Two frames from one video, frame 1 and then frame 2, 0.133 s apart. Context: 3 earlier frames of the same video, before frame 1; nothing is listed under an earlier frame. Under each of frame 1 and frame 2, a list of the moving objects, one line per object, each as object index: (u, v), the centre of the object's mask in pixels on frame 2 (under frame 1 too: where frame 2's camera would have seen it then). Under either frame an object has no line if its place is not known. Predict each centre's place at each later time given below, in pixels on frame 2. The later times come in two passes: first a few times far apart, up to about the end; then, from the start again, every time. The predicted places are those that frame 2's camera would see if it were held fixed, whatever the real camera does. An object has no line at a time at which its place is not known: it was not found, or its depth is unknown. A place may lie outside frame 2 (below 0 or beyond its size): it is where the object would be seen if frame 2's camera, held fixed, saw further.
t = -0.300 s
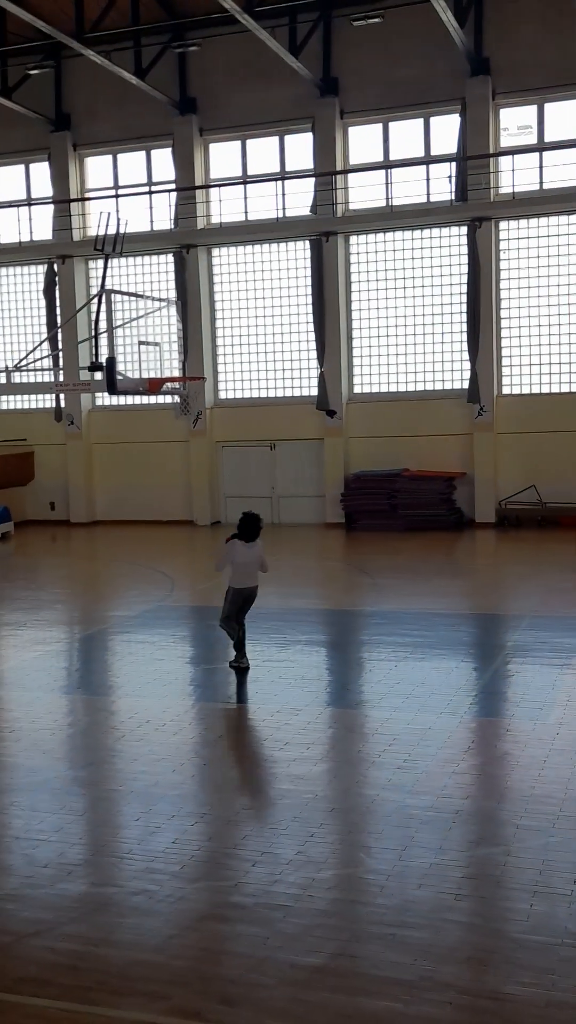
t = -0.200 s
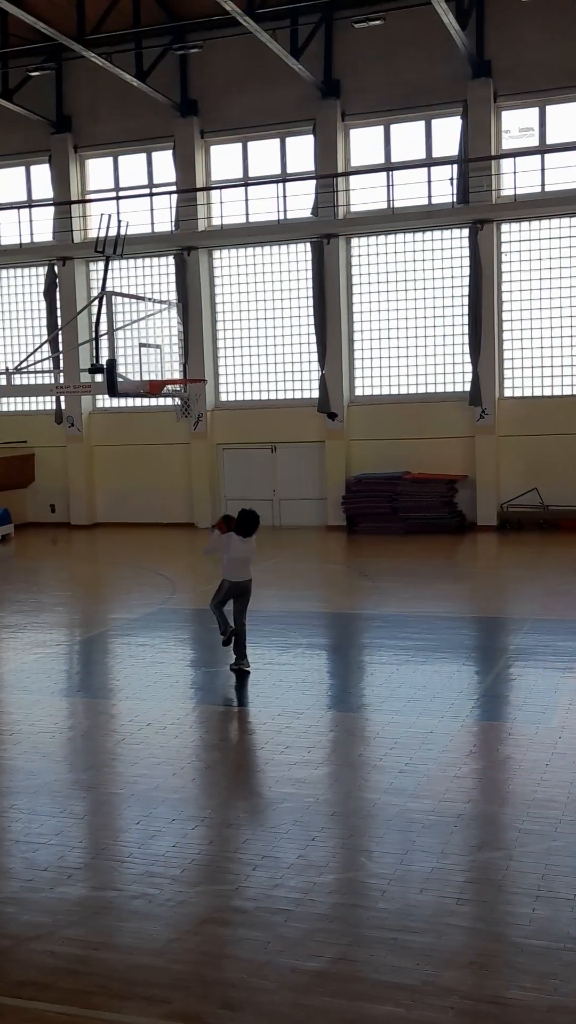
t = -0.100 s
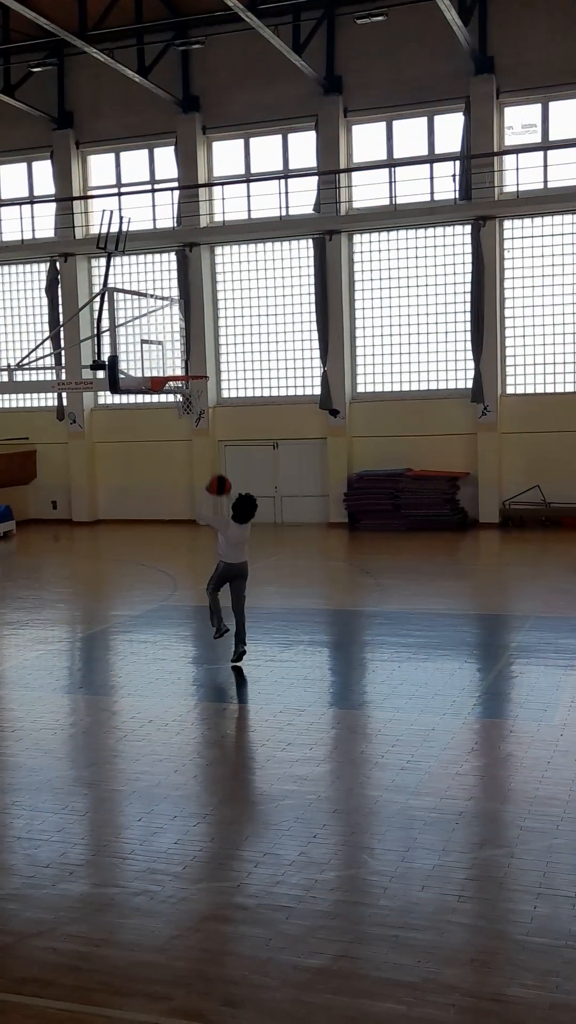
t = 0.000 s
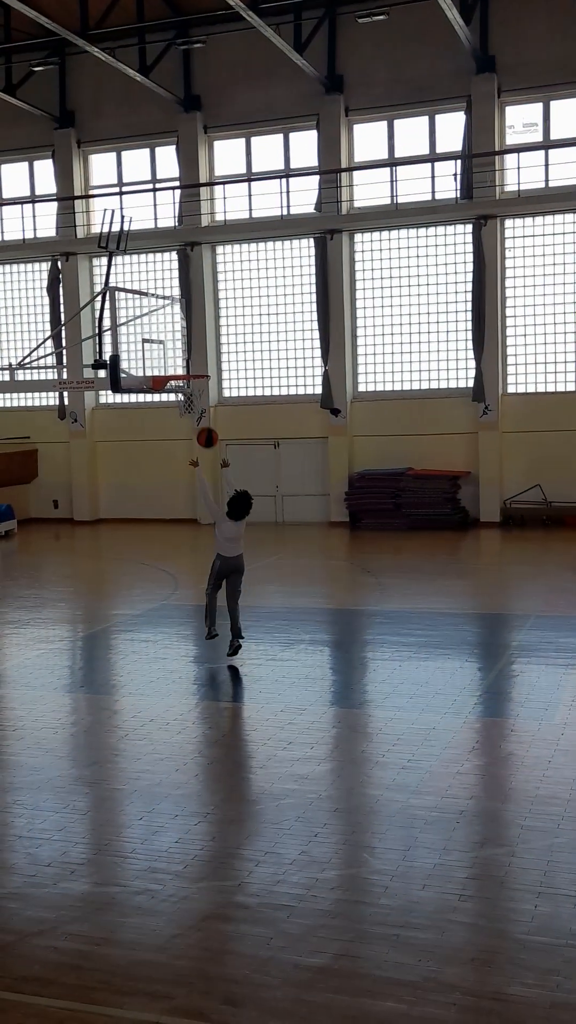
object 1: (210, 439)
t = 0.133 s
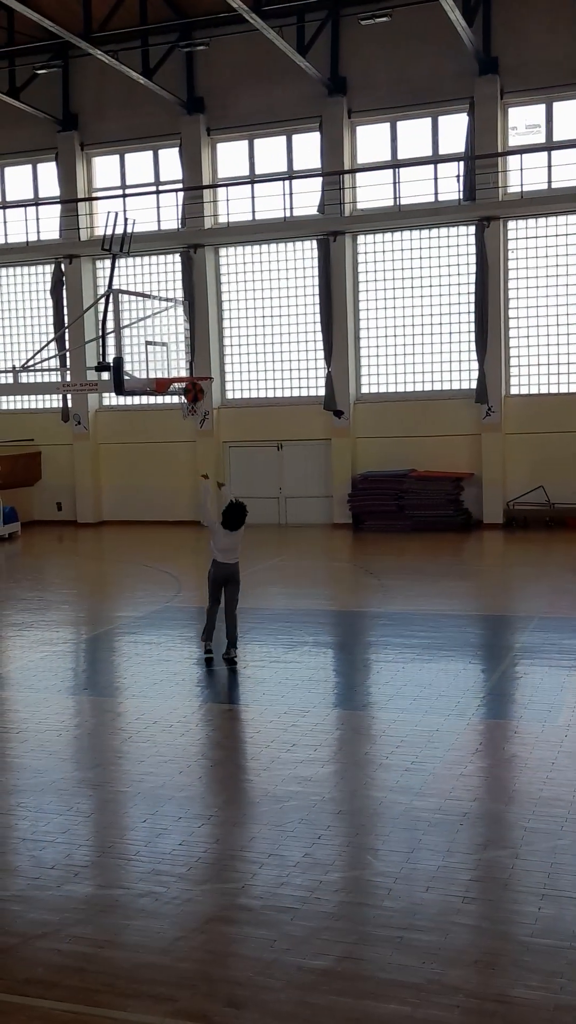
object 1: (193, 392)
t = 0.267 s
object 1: (177, 362)
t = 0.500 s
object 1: (166, 350)
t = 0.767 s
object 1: (204, 391)
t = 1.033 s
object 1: (200, 418)
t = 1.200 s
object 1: (196, 459)
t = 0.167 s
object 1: (189, 383)
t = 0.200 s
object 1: (185, 375)
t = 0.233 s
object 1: (182, 368)
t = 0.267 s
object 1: (177, 362)
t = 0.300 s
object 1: (174, 357)
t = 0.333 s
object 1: (170, 353)
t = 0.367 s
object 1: (166, 351)
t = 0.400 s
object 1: (163, 348)
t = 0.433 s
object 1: (159, 348)
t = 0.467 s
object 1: (162, 348)
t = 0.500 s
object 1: (166, 350)
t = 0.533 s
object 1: (171, 353)
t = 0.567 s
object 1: (175, 356)
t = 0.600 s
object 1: (181, 361)
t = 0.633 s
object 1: (185, 366)
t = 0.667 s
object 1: (190, 370)
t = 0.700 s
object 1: (194, 379)
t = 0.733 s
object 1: (200, 388)
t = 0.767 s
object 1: (204, 391)
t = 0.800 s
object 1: (205, 396)
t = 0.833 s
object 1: (206, 397)
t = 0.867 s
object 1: (205, 399)
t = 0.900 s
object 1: (204, 401)
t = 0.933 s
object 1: (203, 404)
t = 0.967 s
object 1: (202, 406)
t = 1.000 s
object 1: (201, 412)
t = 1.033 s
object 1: (200, 418)
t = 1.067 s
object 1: (199, 425)
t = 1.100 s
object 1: (198, 432)
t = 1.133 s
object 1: (198, 440)
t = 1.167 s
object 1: (197, 449)
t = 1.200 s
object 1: (196, 459)
